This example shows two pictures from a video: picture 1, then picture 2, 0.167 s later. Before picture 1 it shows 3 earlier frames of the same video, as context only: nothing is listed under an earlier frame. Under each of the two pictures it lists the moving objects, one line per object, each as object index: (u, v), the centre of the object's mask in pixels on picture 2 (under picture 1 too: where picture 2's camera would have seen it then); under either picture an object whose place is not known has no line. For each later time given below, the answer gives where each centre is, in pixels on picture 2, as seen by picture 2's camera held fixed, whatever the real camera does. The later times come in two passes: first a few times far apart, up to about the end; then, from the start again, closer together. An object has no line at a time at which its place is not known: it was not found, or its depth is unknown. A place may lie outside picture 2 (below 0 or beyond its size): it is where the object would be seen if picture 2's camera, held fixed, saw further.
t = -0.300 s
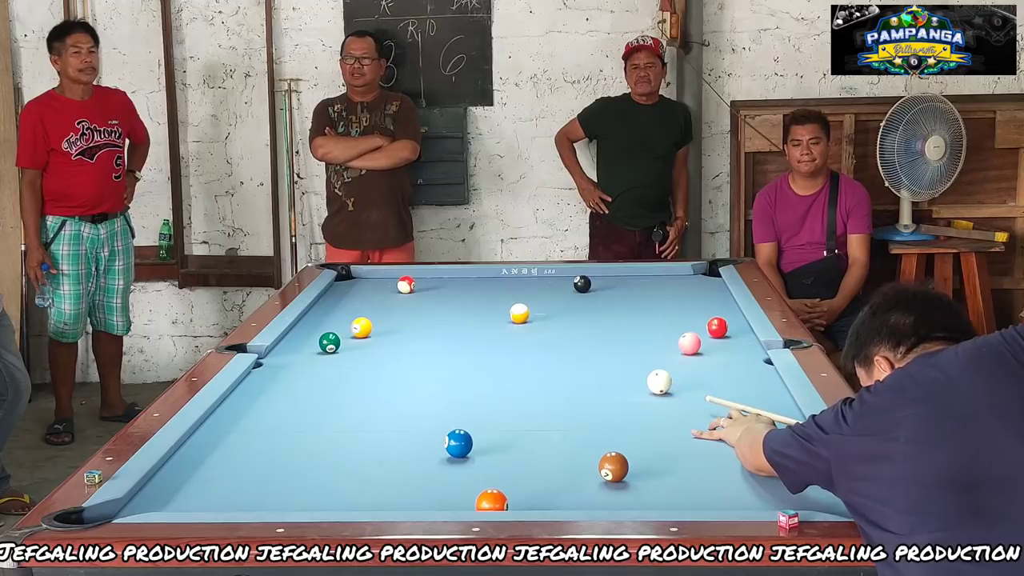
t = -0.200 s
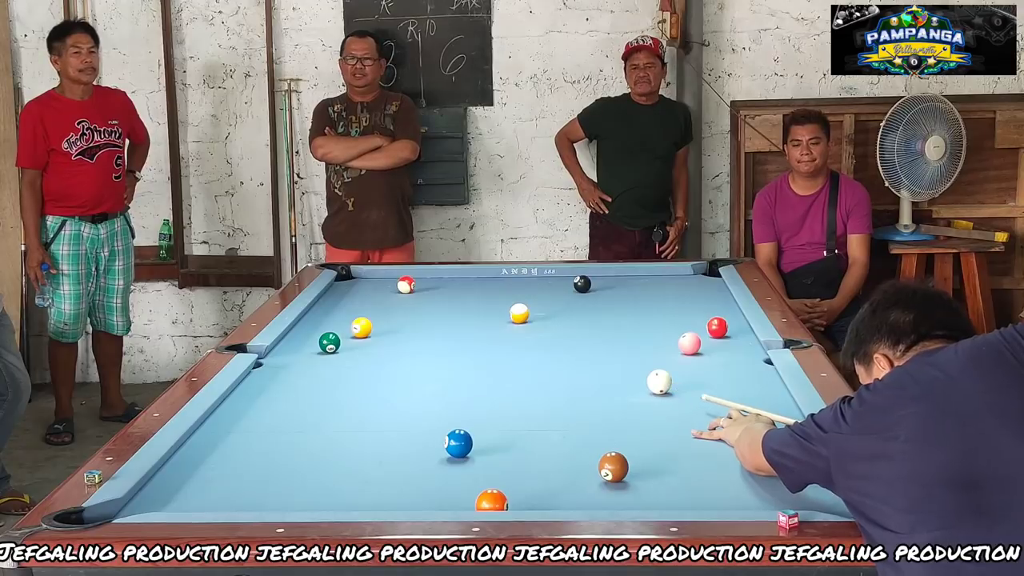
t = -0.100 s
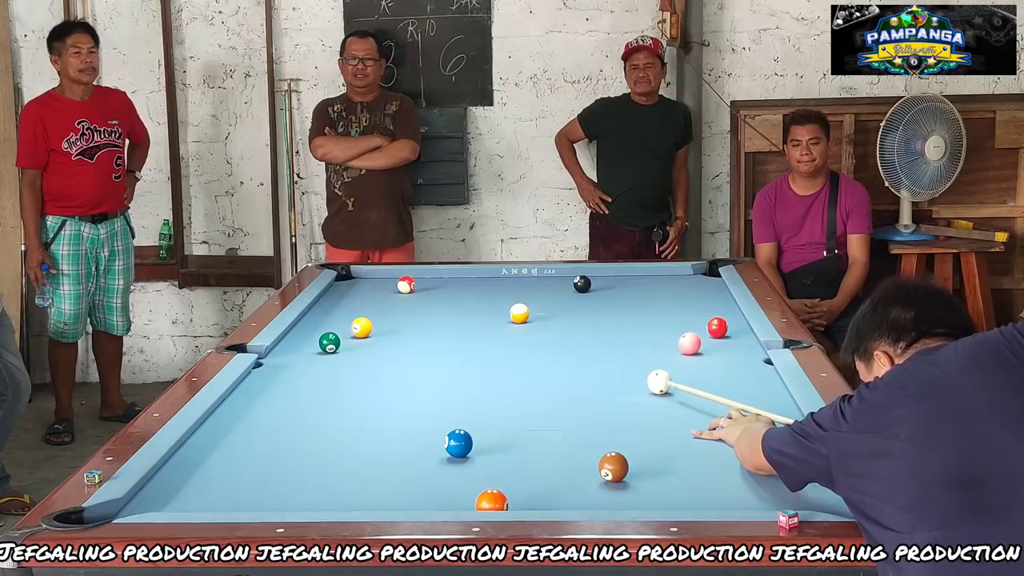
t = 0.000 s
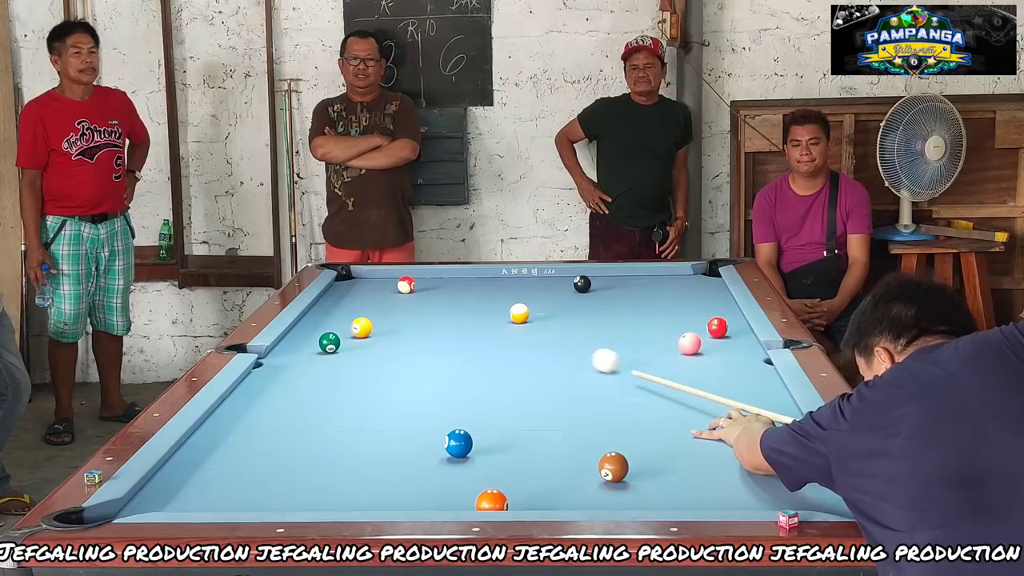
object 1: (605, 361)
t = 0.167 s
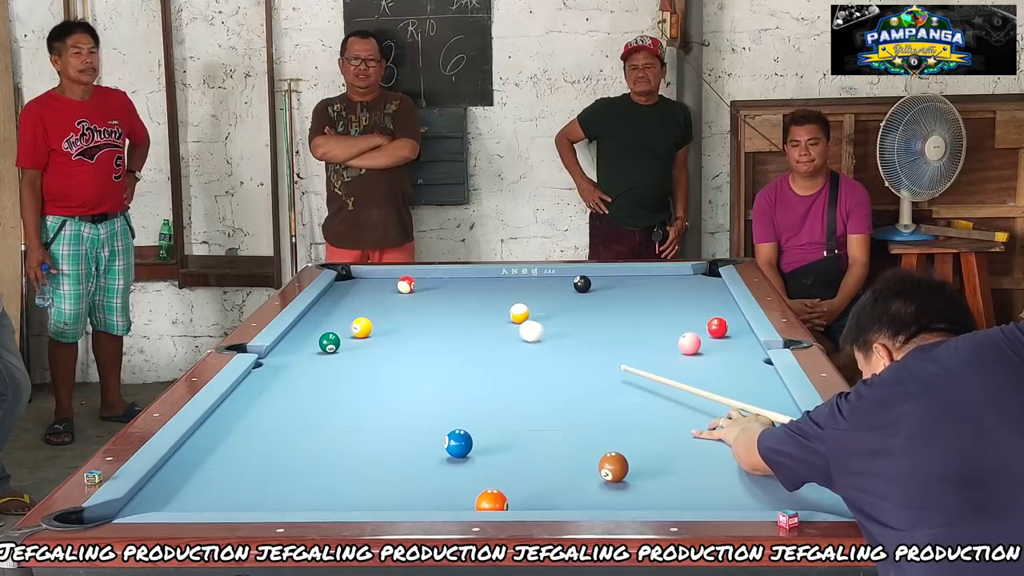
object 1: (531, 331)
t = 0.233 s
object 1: (506, 321)
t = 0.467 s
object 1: (431, 292)
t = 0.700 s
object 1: (437, 280)
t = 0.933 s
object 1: (443, 273)
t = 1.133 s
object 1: (438, 278)
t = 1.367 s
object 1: (432, 284)
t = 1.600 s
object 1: (427, 289)
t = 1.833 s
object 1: (421, 295)
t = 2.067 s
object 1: (416, 301)
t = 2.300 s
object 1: (411, 307)
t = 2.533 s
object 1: (407, 313)
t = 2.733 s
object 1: (404, 317)
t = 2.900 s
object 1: (401, 321)
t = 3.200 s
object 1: (401, 328)
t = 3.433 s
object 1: (392, 333)
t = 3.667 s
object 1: (389, 339)
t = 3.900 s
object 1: (386, 343)
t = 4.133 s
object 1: (383, 348)
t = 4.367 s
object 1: (381, 352)
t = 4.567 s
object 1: (380, 355)
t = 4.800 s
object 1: (378, 359)
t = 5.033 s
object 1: (377, 362)
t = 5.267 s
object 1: (375, 364)
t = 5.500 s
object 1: (373, 367)
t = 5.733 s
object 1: (372, 369)
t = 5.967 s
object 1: (371, 371)
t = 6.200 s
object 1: (370, 371)
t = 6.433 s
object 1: (369, 372)
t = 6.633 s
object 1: (369, 372)
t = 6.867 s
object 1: (369, 372)
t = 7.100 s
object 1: (369, 372)
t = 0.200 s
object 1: (518, 326)
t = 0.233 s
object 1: (506, 321)
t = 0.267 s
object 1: (494, 317)
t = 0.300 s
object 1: (483, 312)
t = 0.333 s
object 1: (472, 308)
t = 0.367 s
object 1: (462, 304)
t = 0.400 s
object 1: (451, 300)
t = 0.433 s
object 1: (441, 296)
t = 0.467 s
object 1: (431, 292)
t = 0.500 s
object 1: (423, 288)
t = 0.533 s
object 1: (419, 286)
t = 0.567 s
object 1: (424, 285)
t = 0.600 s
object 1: (428, 284)
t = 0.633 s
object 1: (432, 283)
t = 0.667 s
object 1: (434, 281)
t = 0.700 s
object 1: (437, 280)
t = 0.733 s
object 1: (439, 278)
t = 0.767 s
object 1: (440, 277)
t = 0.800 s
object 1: (441, 276)
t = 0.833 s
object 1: (443, 274)
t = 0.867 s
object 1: (444, 273)
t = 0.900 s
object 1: (444, 272)
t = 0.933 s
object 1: (443, 273)
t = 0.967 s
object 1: (443, 274)
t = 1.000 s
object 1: (442, 274)
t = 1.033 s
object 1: (441, 275)
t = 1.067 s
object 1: (440, 276)
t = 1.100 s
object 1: (439, 277)
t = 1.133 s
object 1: (438, 278)
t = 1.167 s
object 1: (438, 279)
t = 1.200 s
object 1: (437, 279)
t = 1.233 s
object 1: (436, 280)
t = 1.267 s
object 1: (435, 281)
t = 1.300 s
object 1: (434, 282)
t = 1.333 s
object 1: (433, 283)
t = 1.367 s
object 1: (432, 284)
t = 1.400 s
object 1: (432, 285)
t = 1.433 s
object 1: (431, 285)
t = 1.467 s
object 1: (430, 286)
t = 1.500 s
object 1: (429, 287)
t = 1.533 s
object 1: (428, 288)
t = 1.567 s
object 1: (428, 289)
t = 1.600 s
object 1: (427, 289)
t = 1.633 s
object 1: (426, 290)
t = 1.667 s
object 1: (425, 291)
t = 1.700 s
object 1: (424, 292)
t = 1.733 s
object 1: (424, 293)
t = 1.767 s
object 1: (423, 294)
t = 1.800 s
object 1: (422, 294)
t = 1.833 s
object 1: (421, 295)
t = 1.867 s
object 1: (420, 296)
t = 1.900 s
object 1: (420, 297)
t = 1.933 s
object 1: (419, 298)
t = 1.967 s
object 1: (418, 299)
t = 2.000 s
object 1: (418, 300)
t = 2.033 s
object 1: (417, 300)
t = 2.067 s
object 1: (416, 301)
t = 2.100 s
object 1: (415, 302)
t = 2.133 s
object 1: (415, 303)
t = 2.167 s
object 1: (414, 304)
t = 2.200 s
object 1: (413, 305)
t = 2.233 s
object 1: (413, 305)
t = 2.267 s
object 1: (412, 306)
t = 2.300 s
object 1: (411, 307)
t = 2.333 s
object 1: (411, 308)
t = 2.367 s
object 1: (410, 309)
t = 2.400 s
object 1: (410, 309)
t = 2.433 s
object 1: (409, 310)
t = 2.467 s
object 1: (409, 311)
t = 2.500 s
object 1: (408, 312)
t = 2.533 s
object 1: (407, 313)
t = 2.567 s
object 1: (407, 313)
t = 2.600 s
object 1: (406, 314)
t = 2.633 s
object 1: (406, 315)
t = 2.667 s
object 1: (405, 316)
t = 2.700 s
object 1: (404, 317)
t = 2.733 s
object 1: (404, 317)
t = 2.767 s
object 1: (403, 318)
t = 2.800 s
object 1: (402, 319)
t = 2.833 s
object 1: (402, 320)
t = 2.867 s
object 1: (401, 321)
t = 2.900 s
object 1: (401, 321)
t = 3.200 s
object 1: (401, 328)
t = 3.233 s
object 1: (395, 329)
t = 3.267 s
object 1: (394, 330)
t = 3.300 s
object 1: (394, 331)
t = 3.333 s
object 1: (393, 331)
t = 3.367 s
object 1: (393, 332)
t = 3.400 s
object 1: (392, 333)
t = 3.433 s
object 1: (392, 333)
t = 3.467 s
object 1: (391, 334)
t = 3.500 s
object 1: (391, 335)
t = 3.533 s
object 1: (391, 336)
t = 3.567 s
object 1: (390, 337)
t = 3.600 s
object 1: (390, 337)
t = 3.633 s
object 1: (390, 338)
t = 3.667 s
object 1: (389, 339)
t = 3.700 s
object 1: (389, 339)
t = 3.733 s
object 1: (388, 340)
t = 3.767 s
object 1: (388, 341)
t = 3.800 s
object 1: (388, 341)
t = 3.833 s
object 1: (387, 342)
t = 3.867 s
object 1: (387, 343)
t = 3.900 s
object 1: (386, 343)
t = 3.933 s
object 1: (386, 344)
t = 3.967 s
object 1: (385, 345)
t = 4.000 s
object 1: (385, 345)
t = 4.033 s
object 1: (384, 346)
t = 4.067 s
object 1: (384, 346)
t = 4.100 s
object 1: (384, 347)
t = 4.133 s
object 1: (383, 348)
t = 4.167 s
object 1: (383, 348)
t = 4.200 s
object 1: (383, 349)
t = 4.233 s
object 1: (382, 350)
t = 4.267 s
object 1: (382, 350)
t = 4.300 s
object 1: (382, 351)
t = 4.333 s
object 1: (381, 351)
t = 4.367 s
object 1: (381, 352)
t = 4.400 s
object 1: (381, 352)
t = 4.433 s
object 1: (381, 353)
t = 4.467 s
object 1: (380, 354)
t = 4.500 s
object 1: (380, 354)
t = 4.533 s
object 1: (380, 355)
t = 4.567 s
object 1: (380, 355)
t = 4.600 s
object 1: (379, 356)
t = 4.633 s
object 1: (379, 356)
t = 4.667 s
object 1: (379, 357)
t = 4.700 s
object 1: (379, 357)
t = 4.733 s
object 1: (379, 358)
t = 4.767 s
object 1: (378, 358)
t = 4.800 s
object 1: (378, 359)
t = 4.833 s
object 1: (378, 359)
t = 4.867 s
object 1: (378, 360)
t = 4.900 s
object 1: (378, 360)
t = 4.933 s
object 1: (378, 361)
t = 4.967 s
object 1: (377, 361)
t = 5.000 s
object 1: (377, 361)
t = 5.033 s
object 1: (377, 362)
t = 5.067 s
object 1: (377, 362)
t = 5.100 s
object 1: (376, 363)
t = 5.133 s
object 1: (376, 363)
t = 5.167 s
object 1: (376, 363)
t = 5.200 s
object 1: (376, 364)
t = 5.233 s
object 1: (375, 364)
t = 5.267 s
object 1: (375, 364)
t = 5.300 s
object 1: (375, 365)
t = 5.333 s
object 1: (374, 365)
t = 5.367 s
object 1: (374, 366)
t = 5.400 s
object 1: (374, 366)
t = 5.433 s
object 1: (373, 366)
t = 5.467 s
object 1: (373, 367)
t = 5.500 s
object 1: (373, 367)
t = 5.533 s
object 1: (373, 367)
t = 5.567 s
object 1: (372, 368)
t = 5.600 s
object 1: (372, 368)
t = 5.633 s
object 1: (372, 368)
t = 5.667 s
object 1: (372, 368)
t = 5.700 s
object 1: (372, 369)
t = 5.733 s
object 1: (372, 369)
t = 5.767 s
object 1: (372, 369)
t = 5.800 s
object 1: (371, 369)
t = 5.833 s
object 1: (371, 370)
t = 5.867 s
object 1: (371, 370)
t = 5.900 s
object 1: (371, 370)
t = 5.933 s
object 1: (371, 370)
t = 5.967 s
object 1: (371, 371)
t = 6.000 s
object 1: (371, 371)
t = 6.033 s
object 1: (370, 371)
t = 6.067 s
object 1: (370, 371)
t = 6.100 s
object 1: (370, 371)
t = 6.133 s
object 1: (370, 371)
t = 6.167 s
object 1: (370, 371)
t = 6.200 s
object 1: (370, 371)
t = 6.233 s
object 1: (370, 371)
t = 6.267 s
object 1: (370, 372)
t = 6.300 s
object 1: (370, 372)
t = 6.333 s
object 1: (369, 372)
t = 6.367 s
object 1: (369, 372)
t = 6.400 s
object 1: (369, 372)
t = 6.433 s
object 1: (369, 372)
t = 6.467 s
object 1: (369, 372)
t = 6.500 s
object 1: (369, 372)
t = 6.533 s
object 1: (369, 372)
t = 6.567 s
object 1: (369, 372)
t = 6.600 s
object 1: (369, 372)
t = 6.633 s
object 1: (369, 372)
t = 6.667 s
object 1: (369, 372)
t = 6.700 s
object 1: (369, 372)
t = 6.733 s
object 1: (369, 372)
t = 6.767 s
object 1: (369, 372)
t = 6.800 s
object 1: (369, 372)
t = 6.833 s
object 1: (369, 372)
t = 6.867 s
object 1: (369, 372)
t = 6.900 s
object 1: (369, 372)
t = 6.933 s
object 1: (369, 372)
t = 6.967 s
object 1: (369, 372)
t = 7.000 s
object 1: (369, 372)
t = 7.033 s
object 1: (369, 372)
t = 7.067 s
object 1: (369, 372)
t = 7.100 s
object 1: (369, 372)
